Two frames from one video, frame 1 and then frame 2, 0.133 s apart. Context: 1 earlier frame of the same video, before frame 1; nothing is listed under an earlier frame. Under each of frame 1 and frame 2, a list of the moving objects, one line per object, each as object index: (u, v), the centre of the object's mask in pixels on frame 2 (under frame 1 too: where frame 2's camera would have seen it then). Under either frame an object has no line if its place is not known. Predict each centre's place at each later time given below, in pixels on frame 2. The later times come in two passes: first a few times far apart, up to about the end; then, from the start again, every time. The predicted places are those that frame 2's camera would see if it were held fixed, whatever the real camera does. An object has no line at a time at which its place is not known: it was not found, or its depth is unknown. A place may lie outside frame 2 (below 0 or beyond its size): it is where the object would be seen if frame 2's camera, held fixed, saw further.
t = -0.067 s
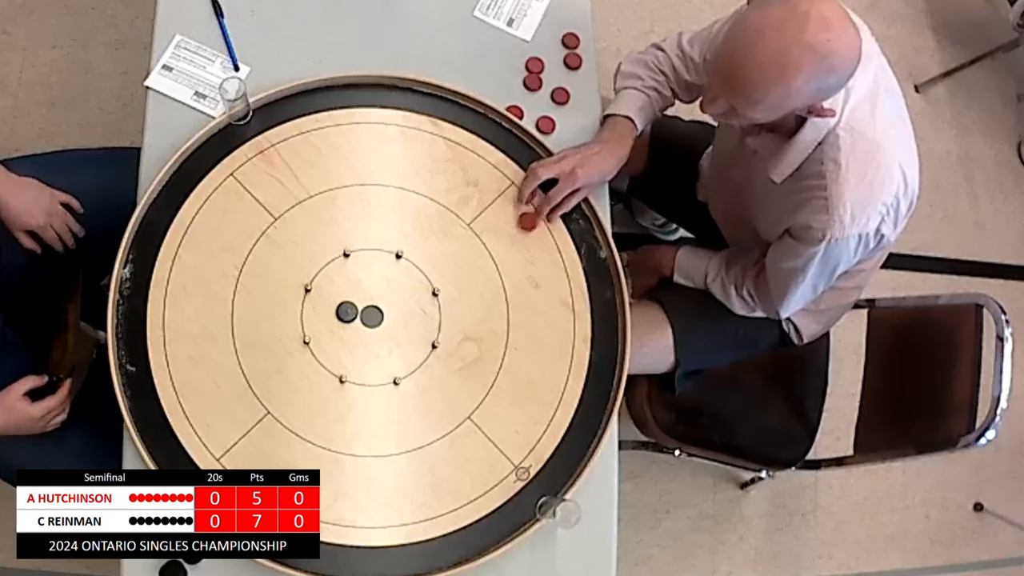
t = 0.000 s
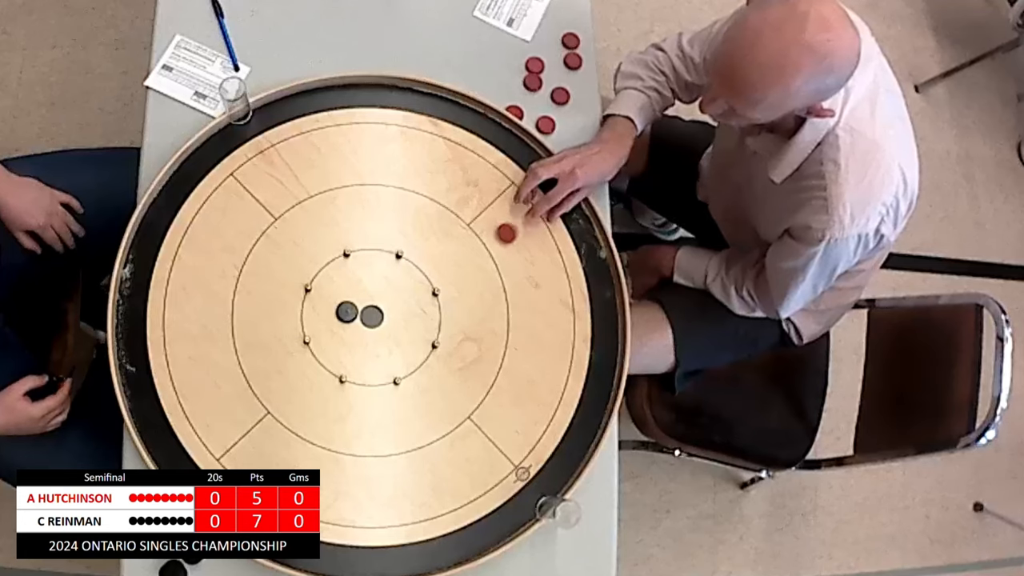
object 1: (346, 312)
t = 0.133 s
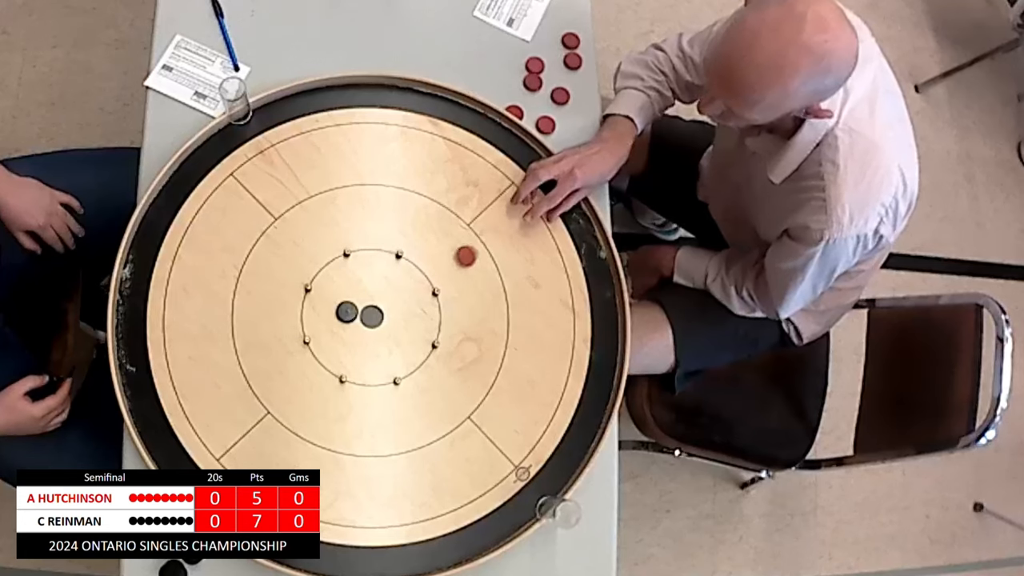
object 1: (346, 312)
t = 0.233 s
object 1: (346, 312)
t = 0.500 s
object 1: (344, 312)
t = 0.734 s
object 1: (300, 317)
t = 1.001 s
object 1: (262, 322)
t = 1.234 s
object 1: (240, 325)
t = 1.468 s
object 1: (229, 326)
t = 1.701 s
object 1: (227, 326)
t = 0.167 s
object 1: (346, 312)
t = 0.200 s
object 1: (346, 312)
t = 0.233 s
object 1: (346, 312)
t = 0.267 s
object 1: (346, 311)
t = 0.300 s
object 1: (346, 312)
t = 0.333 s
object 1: (346, 312)
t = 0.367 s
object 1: (346, 312)
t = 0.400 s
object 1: (346, 312)
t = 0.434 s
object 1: (346, 312)
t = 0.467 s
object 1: (346, 312)
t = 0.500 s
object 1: (344, 312)
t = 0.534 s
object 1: (337, 313)
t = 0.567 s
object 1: (330, 314)
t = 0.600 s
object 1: (324, 314)
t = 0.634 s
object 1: (318, 315)
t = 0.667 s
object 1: (311, 316)
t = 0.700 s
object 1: (305, 317)
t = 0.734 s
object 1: (300, 317)
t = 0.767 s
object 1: (294, 318)
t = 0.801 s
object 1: (289, 319)
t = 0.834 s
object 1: (284, 319)
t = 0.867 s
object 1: (279, 320)
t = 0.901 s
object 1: (274, 321)
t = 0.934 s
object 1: (270, 321)
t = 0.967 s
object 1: (266, 321)
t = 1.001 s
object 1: (262, 322)
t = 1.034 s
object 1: (258, 323)
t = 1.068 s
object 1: (254, 323)
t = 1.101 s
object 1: (251, 323)
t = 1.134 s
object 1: (248, 324)
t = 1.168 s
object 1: (245, 324)
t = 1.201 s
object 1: (243, 324)
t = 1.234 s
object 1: (240, 325)
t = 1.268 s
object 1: (238, 325)
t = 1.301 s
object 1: (236, 325)
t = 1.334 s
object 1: (234, 325)
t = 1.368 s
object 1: (232, 325)
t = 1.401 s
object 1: (231, 325)
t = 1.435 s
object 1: (230, 326)
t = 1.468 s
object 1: (229, 326)
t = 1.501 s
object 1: (228, 326)
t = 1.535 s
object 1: (227, 326)
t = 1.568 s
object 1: (227, 326)
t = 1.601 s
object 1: (227, 326)
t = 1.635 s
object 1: (227, 326)
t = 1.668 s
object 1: (227, 326)
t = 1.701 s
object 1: (227, 326)
